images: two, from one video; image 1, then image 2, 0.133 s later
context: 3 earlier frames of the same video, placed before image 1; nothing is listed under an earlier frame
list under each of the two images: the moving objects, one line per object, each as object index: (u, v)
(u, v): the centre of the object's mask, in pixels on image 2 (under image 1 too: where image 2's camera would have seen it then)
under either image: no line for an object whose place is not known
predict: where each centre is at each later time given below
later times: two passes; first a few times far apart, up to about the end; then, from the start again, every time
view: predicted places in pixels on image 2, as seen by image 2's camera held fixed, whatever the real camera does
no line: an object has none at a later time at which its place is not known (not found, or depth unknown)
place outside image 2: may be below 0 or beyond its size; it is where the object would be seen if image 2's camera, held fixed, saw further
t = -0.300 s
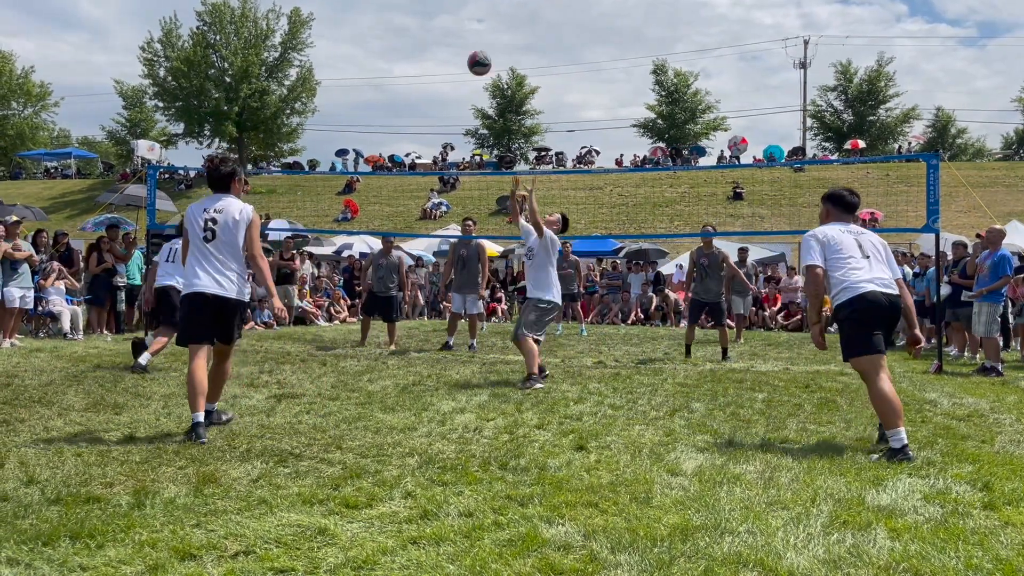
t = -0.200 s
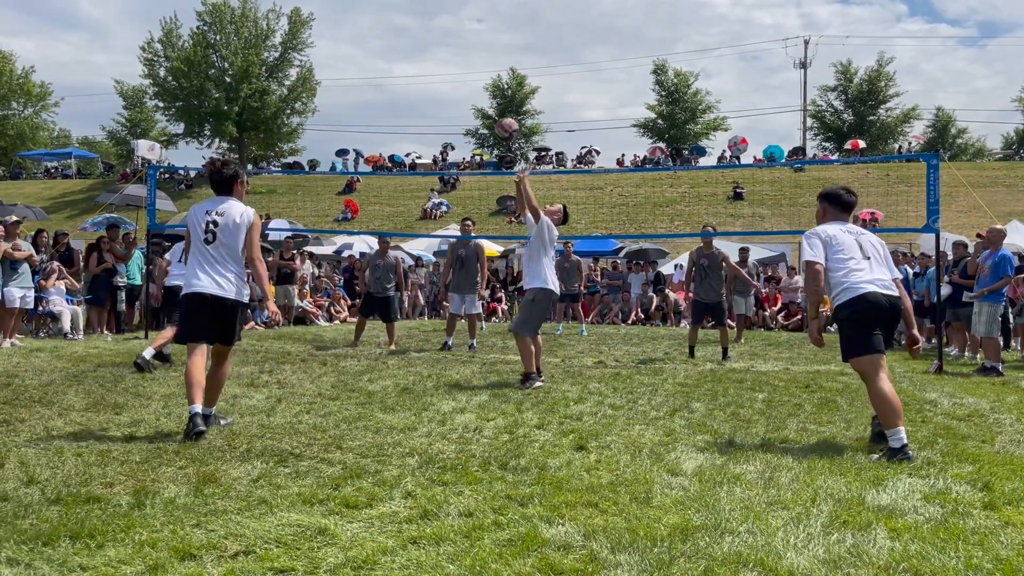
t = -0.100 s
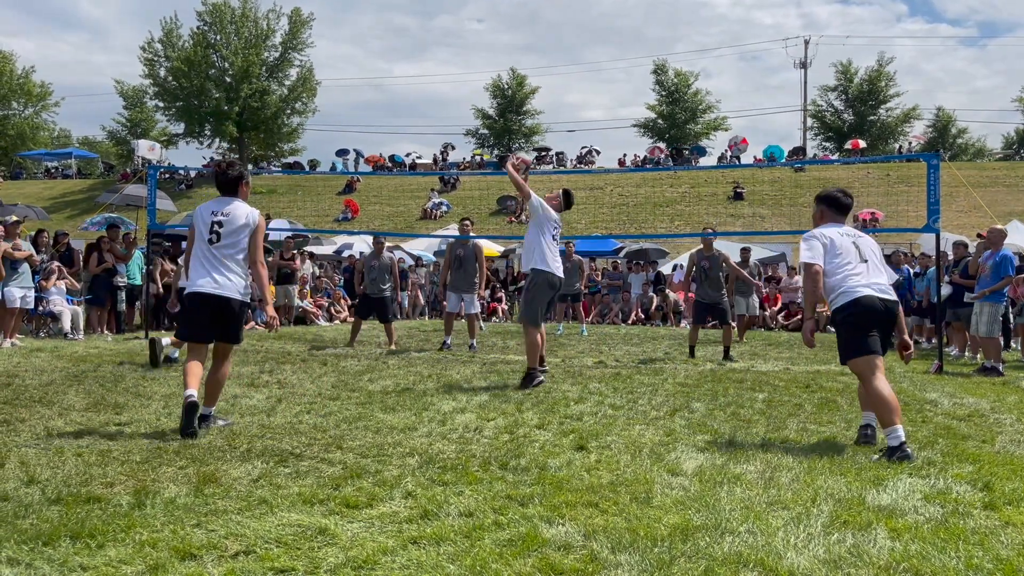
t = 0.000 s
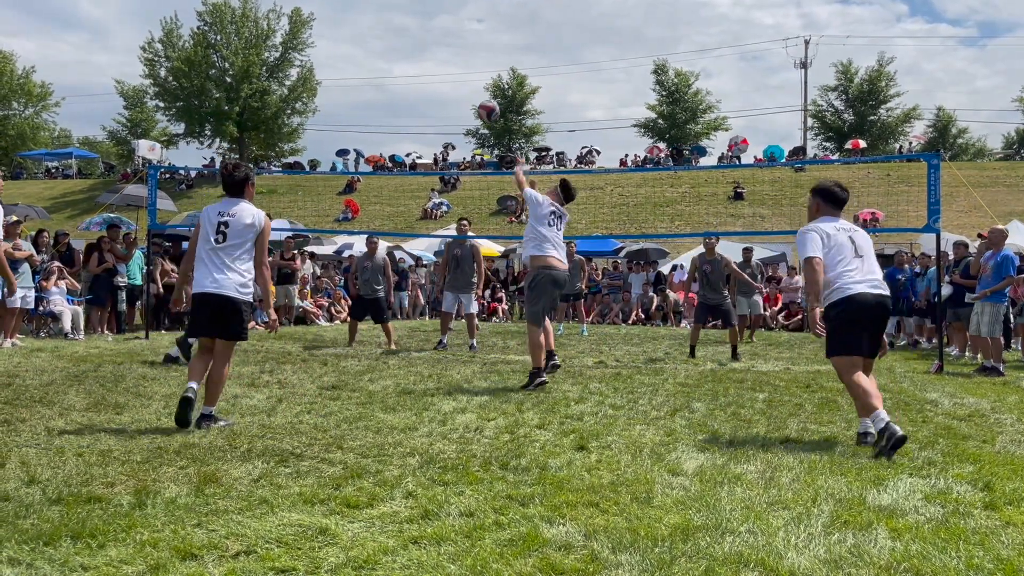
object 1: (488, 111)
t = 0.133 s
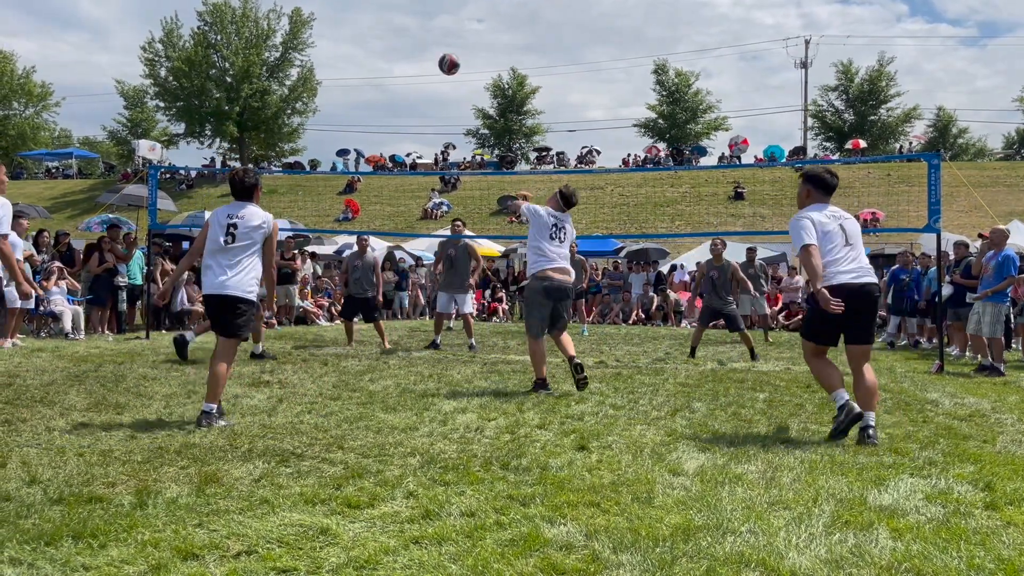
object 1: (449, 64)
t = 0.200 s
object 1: (430, 49)
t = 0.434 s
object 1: (372, 33)
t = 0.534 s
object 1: (348, 40)
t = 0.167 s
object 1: (440, 56)
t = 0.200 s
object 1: (430, 49)
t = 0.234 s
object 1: (422, 43)
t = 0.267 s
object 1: (413, 38)
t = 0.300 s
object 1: (404, 35)
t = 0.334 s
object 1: (396, 33)
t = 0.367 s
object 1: (387, 32)
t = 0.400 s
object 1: (380, 32)
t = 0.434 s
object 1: (372, 33)
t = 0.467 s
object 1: (364, 35)
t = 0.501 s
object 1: (357, 38)
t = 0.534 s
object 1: (348, 40)
